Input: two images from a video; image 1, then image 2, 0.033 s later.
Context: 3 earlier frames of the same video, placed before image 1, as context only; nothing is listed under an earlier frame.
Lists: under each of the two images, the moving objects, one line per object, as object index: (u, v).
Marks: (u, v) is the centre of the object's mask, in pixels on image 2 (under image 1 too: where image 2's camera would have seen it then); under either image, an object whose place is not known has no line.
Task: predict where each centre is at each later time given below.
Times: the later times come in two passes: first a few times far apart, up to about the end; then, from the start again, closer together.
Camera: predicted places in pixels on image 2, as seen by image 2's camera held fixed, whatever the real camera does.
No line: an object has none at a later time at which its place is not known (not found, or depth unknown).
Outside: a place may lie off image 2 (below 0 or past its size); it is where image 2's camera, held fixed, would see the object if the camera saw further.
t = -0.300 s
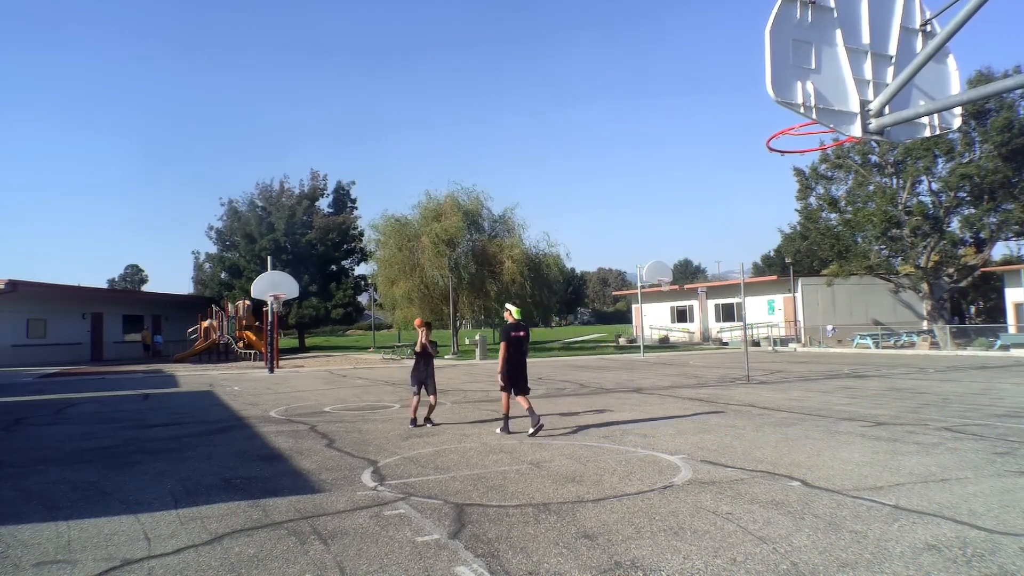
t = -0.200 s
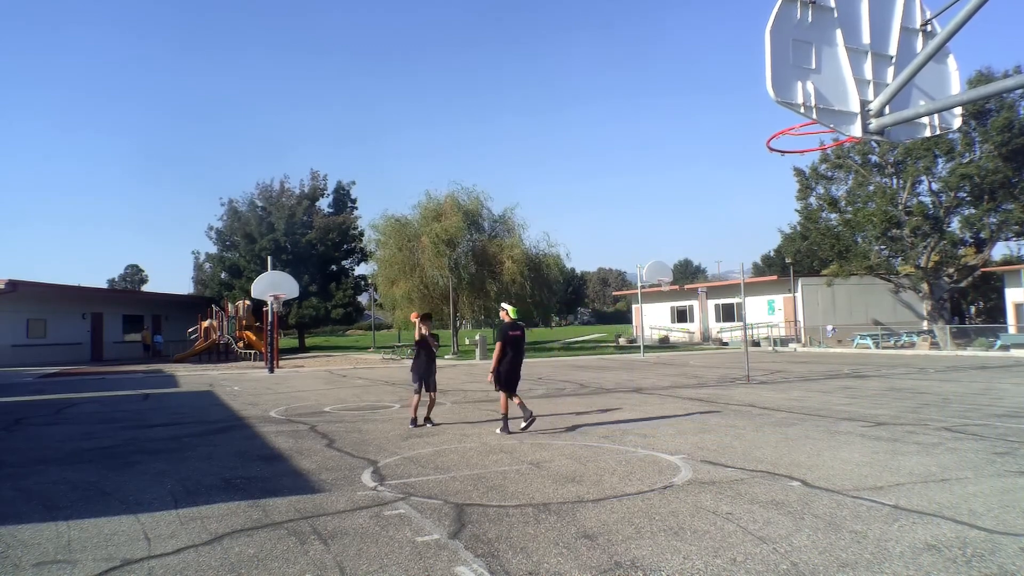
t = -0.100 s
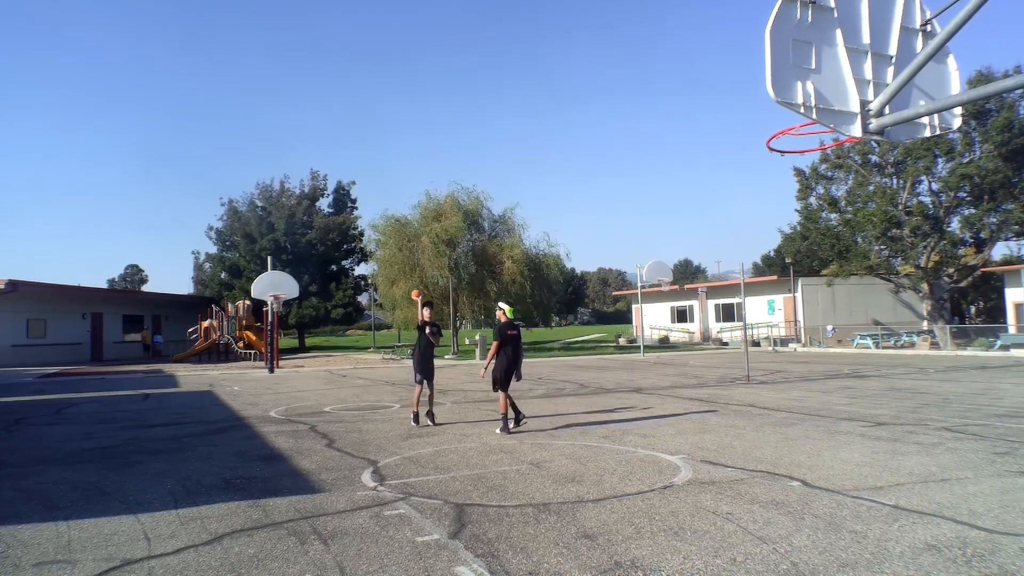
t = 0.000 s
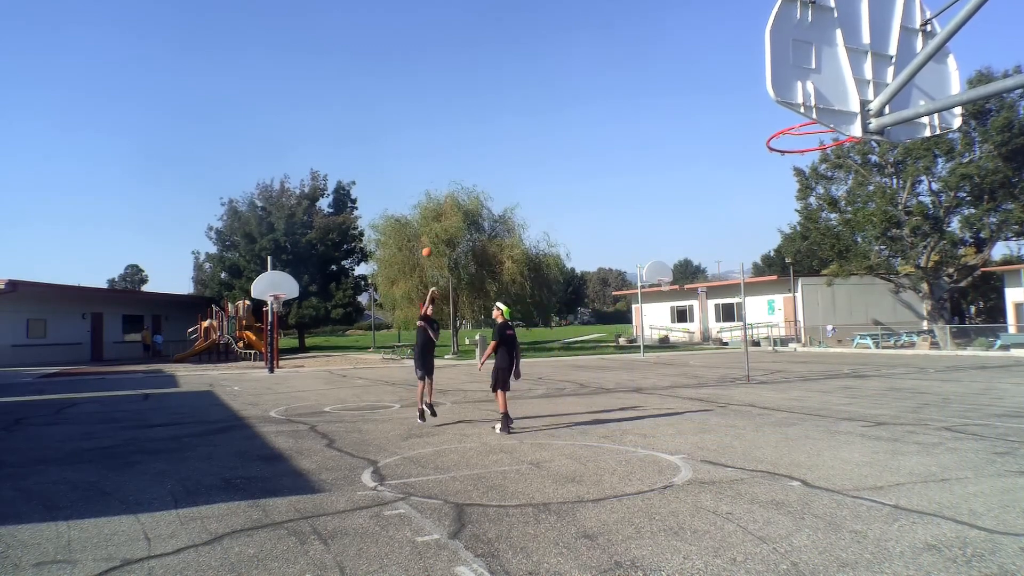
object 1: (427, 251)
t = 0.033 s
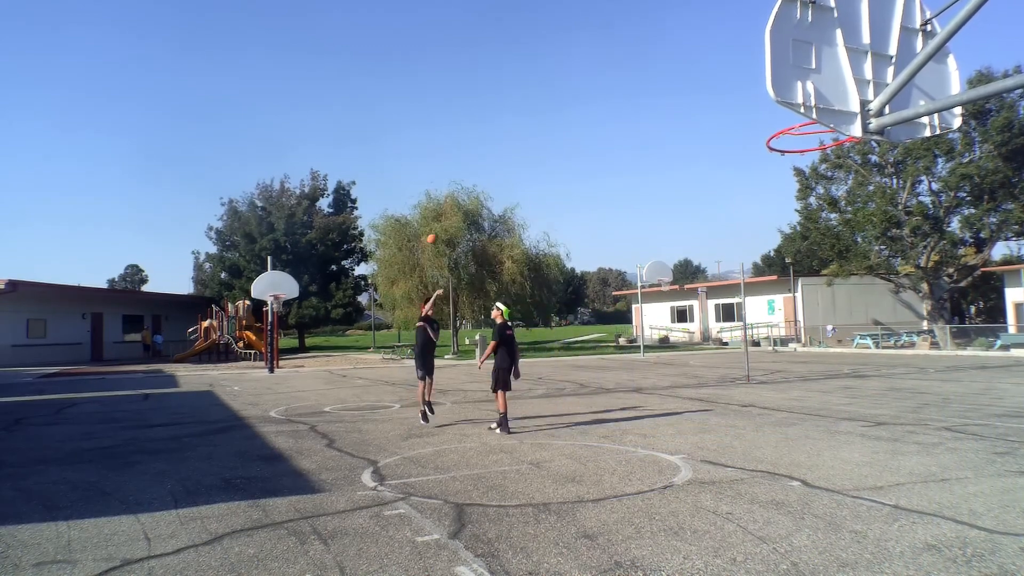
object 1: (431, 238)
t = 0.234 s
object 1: (469, 167)
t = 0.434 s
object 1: (519, 120)
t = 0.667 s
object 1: (601, 105)
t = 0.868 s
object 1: (704, 152)
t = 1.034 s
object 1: (833, 265)
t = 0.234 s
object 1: (469, 167)
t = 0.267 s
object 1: (476, 158)
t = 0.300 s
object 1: (483, 149)
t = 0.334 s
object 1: (491, 140)
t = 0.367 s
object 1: (500, 133)
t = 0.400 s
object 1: (509, 126)
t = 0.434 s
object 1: (519, 120)
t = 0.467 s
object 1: (528, 115)
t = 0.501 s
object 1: (539, 110)
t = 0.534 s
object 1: (550, 107)
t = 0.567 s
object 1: (561, 104)
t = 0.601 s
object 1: (574, 103)
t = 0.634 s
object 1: (586, 104)
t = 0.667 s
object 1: (601, 105)
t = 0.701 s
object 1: (616, 108)
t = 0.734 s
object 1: (631, 113)
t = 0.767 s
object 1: (648, 120)
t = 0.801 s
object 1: (666, 128)
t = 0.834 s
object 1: (684, 139)
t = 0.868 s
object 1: (704, 152)
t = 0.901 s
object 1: (726, 169)
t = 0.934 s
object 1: (750, 188)
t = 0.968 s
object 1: (775, 210)
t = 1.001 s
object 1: (803, 236)
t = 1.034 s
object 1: (833, 265)
